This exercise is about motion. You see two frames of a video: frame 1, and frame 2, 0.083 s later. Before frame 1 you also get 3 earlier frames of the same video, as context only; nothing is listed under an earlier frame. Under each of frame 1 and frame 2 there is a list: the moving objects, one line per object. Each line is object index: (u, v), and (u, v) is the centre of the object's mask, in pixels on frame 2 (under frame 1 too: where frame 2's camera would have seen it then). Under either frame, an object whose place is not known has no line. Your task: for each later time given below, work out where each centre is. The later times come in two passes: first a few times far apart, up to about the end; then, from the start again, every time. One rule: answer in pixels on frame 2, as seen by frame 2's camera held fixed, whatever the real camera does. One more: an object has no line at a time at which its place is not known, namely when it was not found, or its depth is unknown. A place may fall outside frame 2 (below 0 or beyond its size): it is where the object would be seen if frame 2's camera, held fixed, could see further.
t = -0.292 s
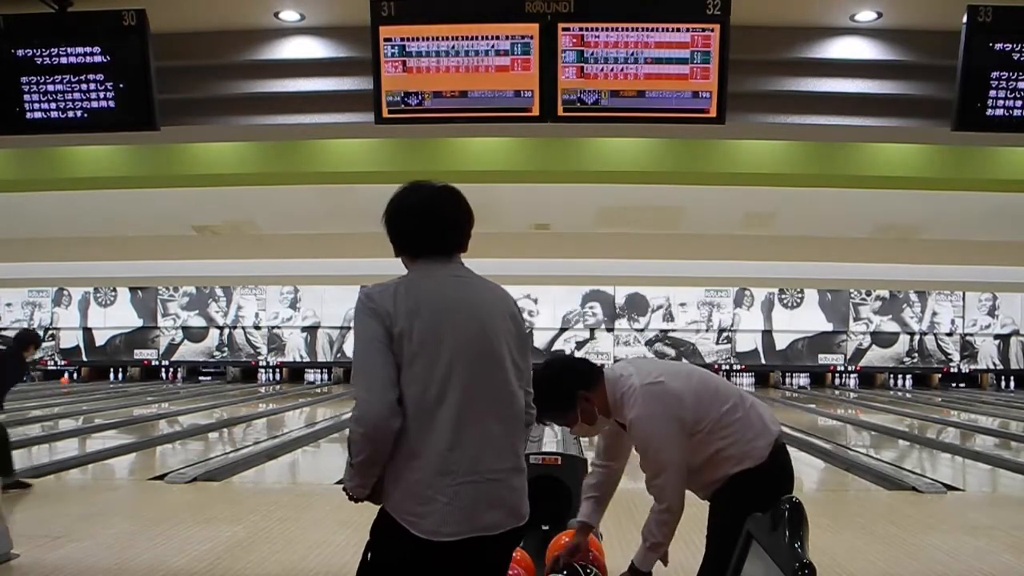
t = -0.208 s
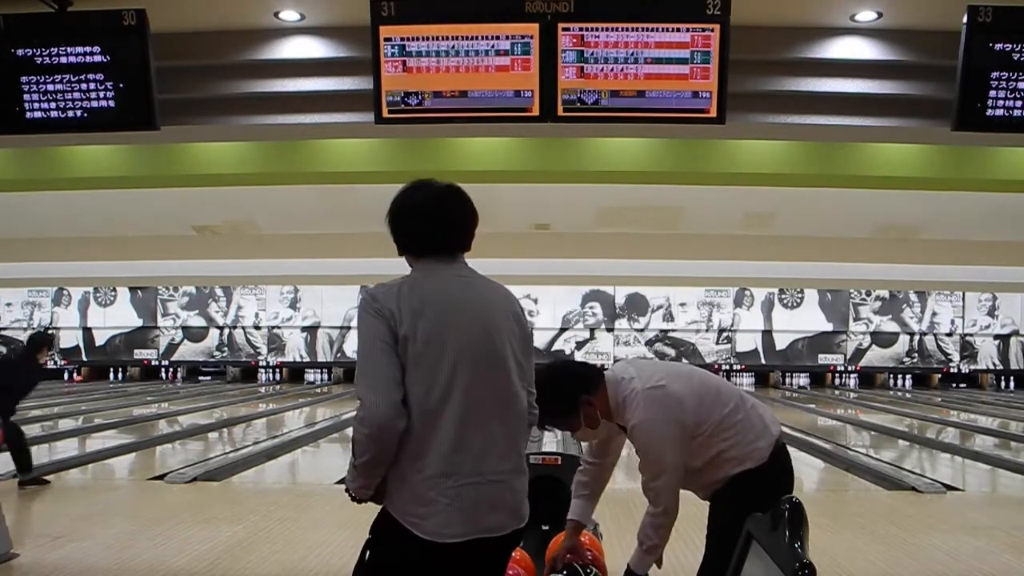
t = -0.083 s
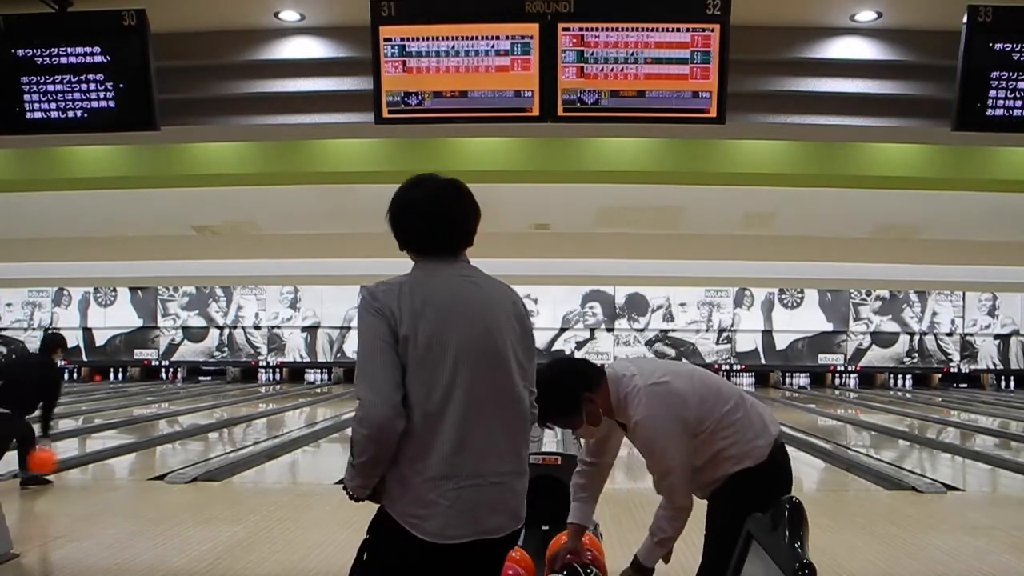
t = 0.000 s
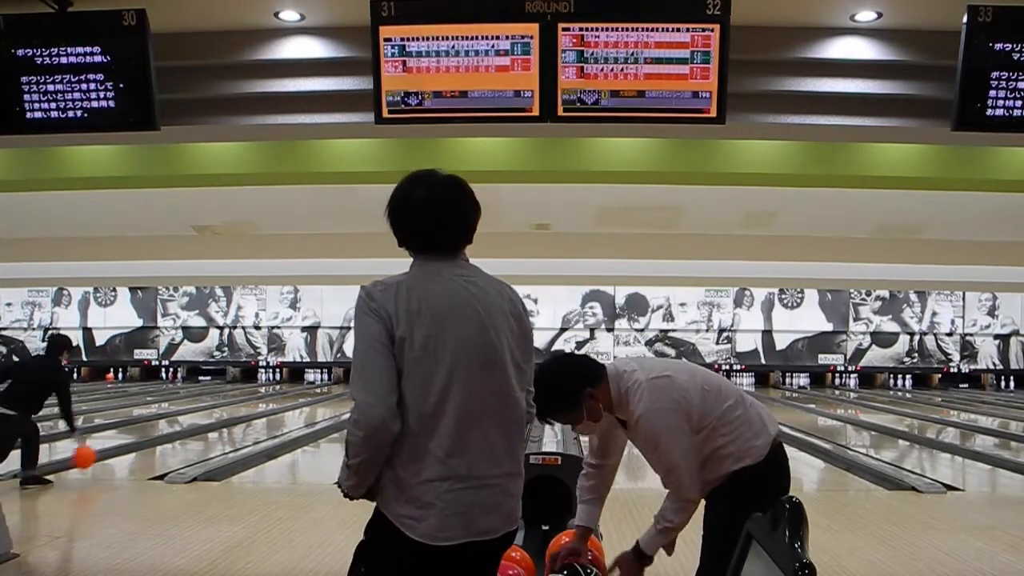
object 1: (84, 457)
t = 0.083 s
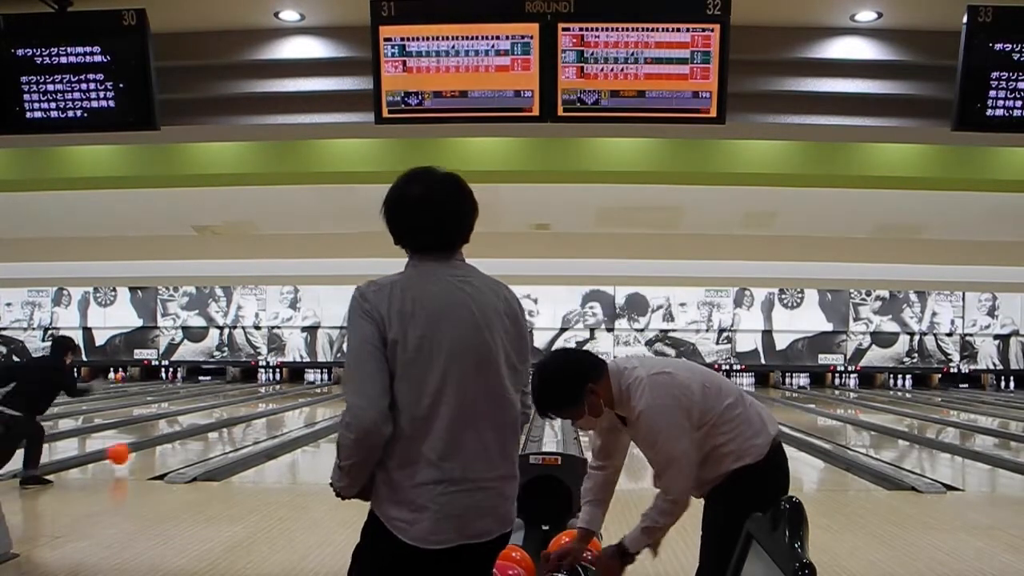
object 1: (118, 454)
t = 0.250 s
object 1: (175, 444)
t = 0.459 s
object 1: (228, 431)
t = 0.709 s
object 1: (275, 418)
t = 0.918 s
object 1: (306, 410)
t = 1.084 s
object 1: (323, 406)
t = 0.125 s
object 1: (134, 454)
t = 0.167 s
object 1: (148, 450)
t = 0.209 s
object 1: (162, 446)
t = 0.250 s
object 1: (175, 444)
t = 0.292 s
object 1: (187, 441)
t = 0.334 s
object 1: (198, 438)
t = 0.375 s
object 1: (209, 435)
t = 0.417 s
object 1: (219, 433)
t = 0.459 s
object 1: (228, 431)
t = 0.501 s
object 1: (237, 428)
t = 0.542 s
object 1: (245, 425)
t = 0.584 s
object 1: (254, 424)
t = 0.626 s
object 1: (261, 421)
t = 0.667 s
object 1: (269, 420)
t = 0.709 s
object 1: (275, 418)
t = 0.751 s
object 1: (282, 416)
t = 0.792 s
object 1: (288, 415)
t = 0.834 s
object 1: (295, 413)
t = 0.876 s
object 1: (301, 411)
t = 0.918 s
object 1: (306, 410)
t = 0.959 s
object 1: (312, 409)
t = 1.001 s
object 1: (316, 408)
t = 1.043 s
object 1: (320, 407)
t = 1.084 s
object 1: (323, 406)
